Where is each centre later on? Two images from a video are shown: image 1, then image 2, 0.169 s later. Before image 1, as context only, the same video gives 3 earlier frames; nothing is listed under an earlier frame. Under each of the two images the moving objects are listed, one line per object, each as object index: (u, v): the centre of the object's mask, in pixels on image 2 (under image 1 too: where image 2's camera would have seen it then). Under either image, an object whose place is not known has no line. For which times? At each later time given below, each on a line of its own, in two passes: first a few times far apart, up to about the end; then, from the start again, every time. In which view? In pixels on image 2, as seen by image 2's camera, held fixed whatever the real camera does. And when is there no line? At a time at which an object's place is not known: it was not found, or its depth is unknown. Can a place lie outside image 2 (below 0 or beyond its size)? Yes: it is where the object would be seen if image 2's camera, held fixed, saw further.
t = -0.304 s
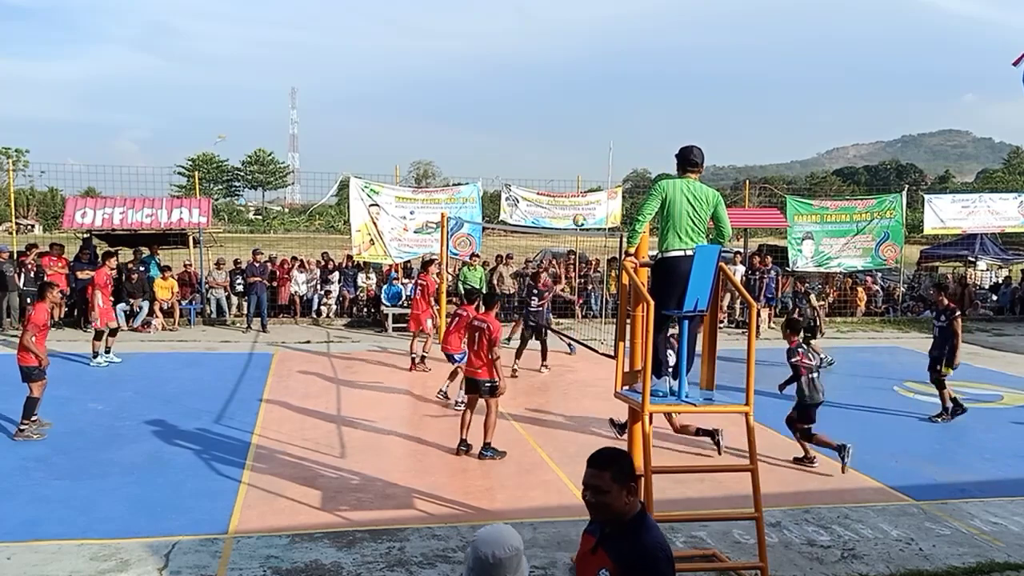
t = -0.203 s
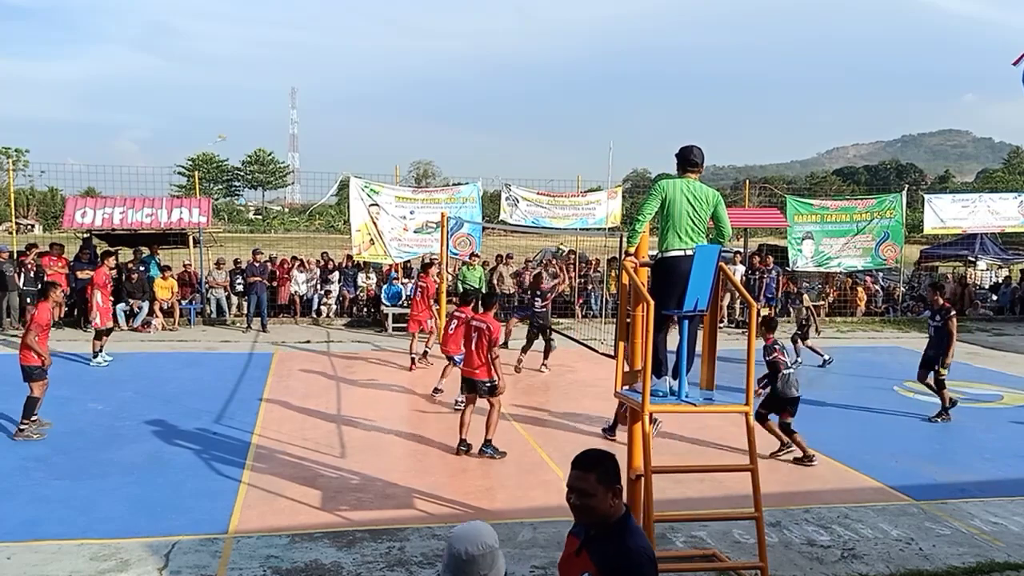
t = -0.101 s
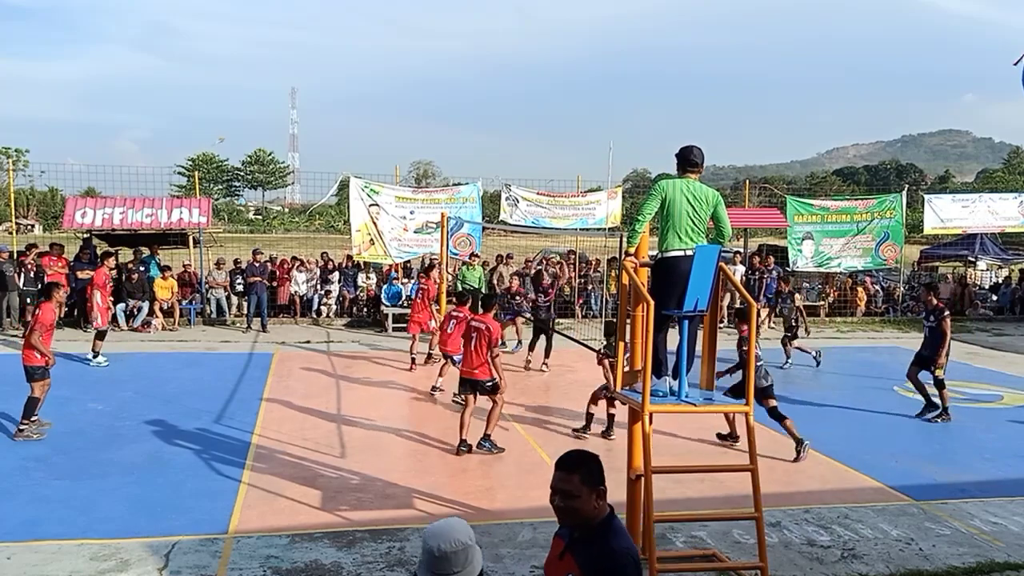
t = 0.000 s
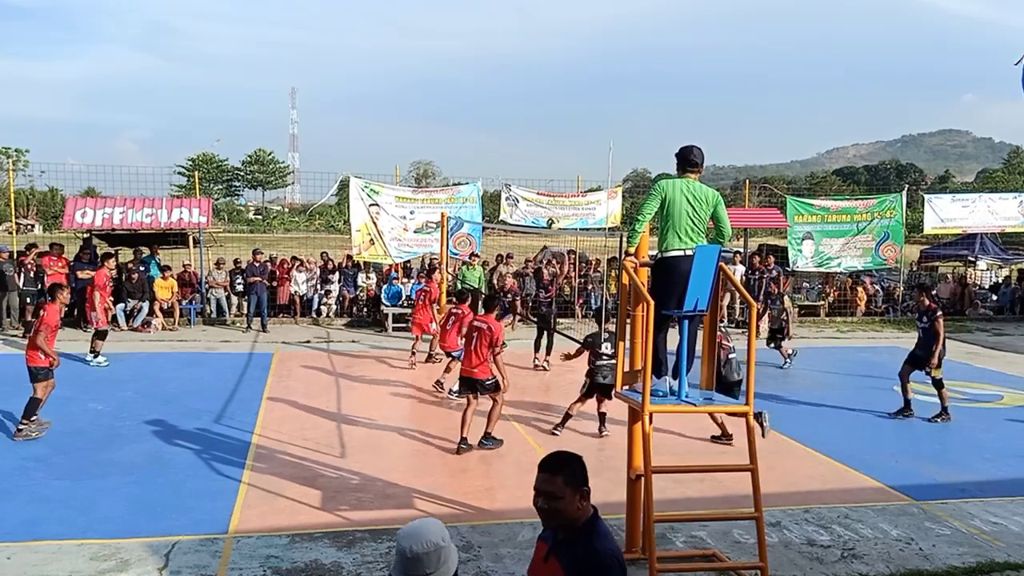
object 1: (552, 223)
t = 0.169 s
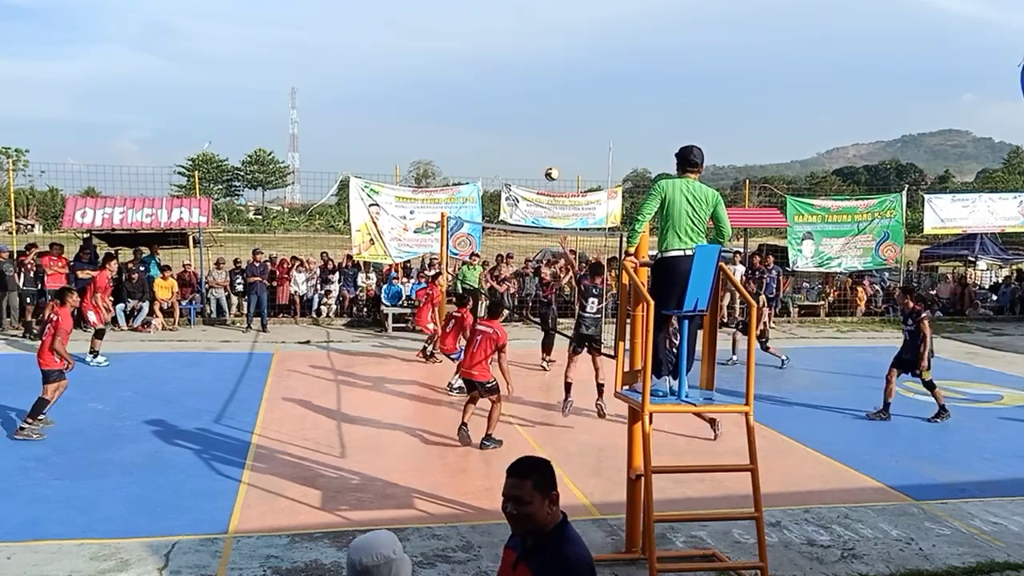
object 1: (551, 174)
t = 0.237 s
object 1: (551, 159)
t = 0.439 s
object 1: (548, 129)
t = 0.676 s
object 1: (543, 129)
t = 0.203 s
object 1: (551, 166)
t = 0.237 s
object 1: (551, 159)
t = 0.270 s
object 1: (550, 152)
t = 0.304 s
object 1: (549, 146)
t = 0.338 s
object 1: (549, 141)
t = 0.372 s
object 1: (549, 136)
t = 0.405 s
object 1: (548, 132)
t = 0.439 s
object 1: (548, 129)
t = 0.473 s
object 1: (547, 127)
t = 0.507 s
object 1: (547, 126)
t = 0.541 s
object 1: (546, 124)
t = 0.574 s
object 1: (545, 124)
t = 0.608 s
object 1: (545, 125)
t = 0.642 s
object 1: (544, 127)
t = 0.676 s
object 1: (543, 129)
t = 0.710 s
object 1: (543, 132)
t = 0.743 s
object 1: (542, 136)
